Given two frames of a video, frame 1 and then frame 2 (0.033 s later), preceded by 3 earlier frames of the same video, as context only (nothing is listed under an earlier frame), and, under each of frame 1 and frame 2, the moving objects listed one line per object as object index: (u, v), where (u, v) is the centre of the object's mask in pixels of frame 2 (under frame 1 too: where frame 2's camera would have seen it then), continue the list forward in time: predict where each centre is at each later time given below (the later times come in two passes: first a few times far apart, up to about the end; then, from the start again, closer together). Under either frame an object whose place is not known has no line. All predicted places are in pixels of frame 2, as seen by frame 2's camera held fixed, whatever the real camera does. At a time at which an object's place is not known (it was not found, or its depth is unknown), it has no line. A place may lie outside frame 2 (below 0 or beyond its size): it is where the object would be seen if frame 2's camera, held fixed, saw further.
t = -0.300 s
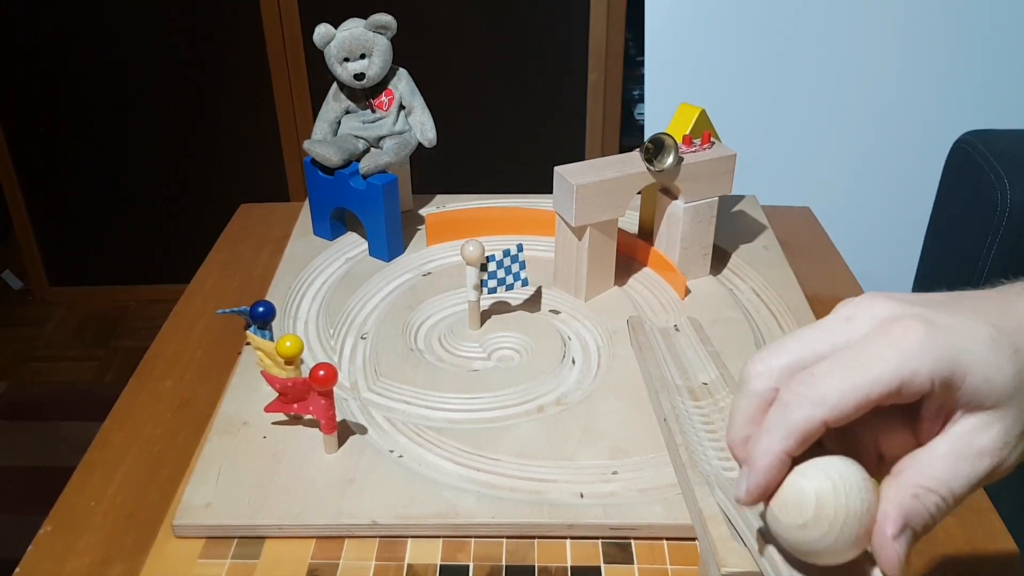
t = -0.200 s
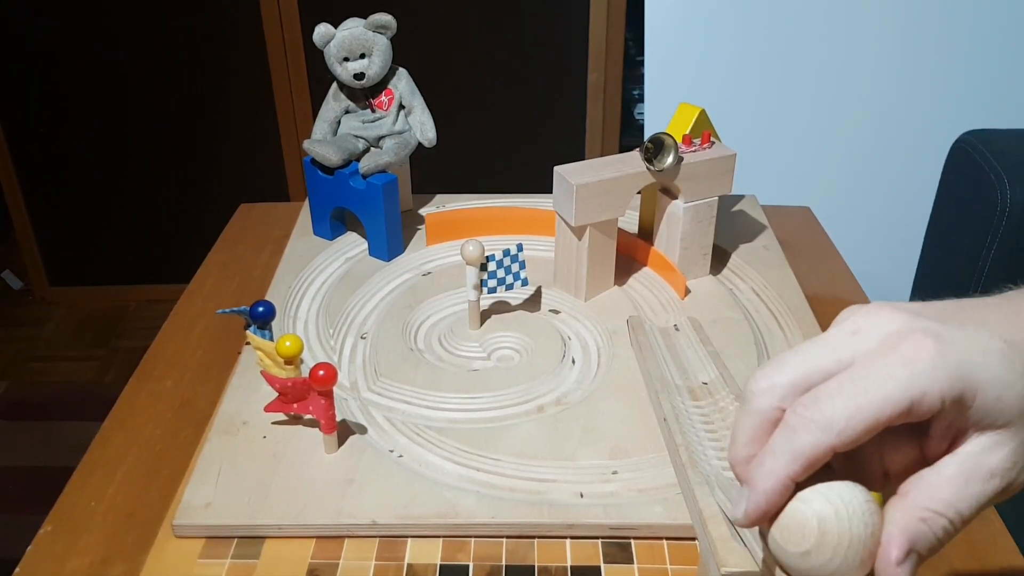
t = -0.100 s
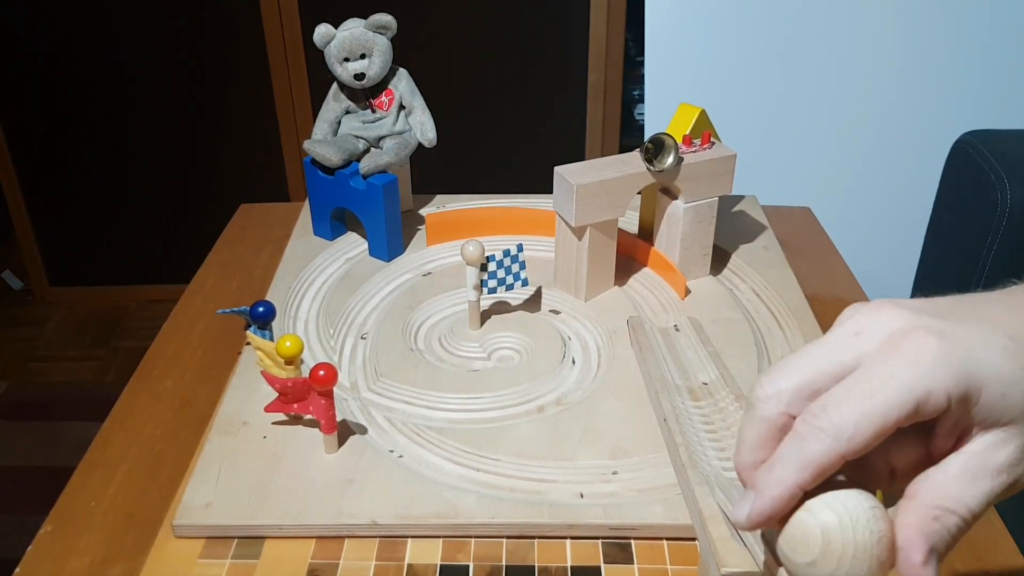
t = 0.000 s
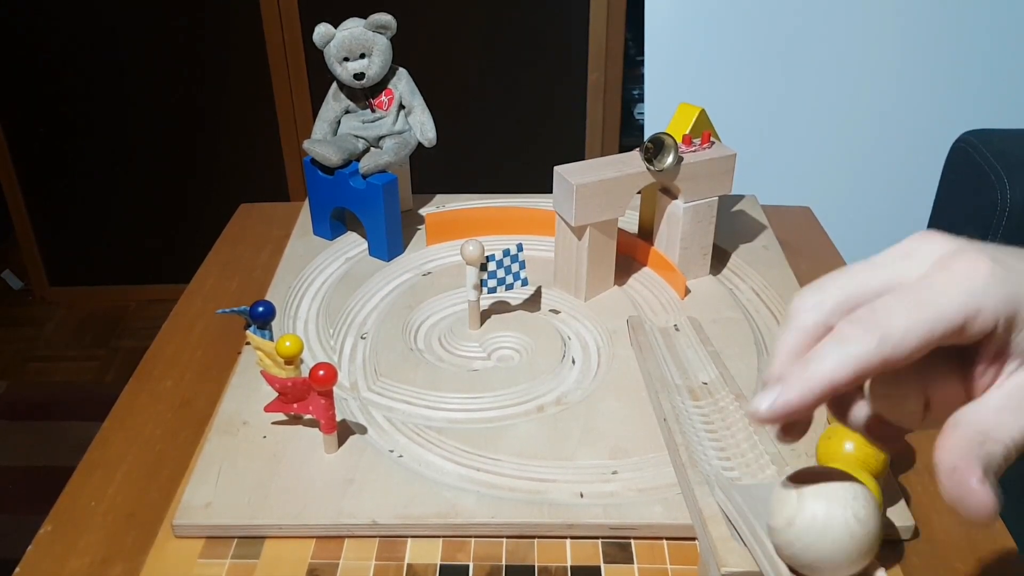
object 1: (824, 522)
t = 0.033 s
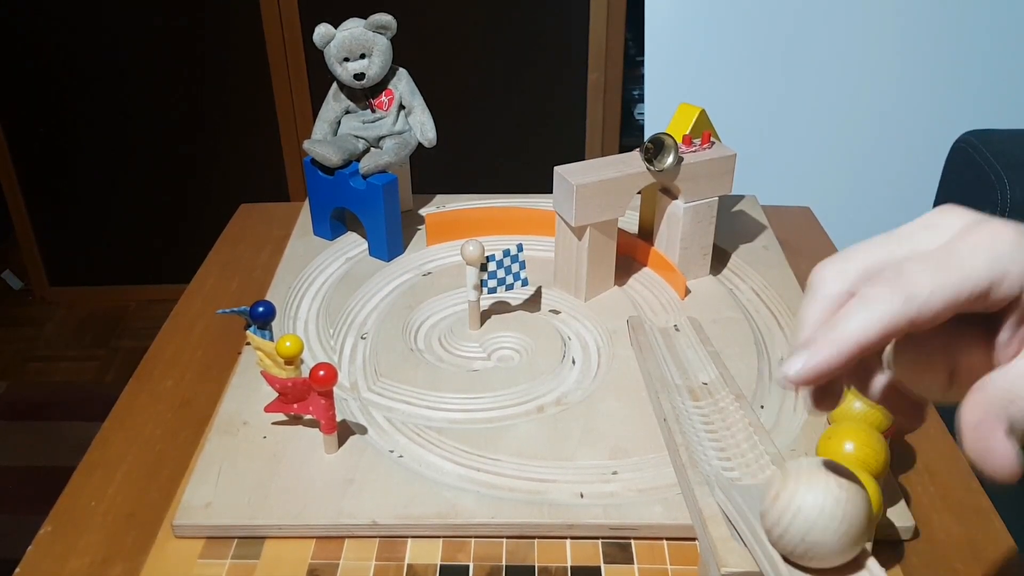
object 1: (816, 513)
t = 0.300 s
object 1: (733, 430)
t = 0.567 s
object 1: (667, 307)
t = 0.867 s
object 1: (416, 253)
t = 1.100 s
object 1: (351, 361)
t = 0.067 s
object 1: (808, 502)
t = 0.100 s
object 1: (798, 490)
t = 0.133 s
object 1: (786, 475)
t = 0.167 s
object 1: (775, 463)
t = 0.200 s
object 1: (763, 452)
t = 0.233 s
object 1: (748, 439)
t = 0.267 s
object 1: (732, 439)
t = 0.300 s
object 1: (733, 430)
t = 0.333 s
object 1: (727, 408)
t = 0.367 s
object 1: (714, 394)
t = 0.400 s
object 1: (700, 378)
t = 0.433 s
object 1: (693, 362)
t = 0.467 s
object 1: (688, 347)
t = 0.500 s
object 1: (682, 335)
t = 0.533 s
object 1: (672, 322)
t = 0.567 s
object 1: (667, 307)
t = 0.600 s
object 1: (657, 292)
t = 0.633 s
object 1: (641, 272)
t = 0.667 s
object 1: (626, 255)
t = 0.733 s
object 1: (541, 236)
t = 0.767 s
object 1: (510, 232)
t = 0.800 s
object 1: (474, 233)
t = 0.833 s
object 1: (444, 243)
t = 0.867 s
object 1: (416, 253)
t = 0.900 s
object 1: (395, 267)
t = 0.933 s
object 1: (379, 278)
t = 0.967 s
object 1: (362, 294)
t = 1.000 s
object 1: (355, 310)
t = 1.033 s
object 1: (352, 327)
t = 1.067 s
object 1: (349, 346)
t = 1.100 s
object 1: (351, 361)
